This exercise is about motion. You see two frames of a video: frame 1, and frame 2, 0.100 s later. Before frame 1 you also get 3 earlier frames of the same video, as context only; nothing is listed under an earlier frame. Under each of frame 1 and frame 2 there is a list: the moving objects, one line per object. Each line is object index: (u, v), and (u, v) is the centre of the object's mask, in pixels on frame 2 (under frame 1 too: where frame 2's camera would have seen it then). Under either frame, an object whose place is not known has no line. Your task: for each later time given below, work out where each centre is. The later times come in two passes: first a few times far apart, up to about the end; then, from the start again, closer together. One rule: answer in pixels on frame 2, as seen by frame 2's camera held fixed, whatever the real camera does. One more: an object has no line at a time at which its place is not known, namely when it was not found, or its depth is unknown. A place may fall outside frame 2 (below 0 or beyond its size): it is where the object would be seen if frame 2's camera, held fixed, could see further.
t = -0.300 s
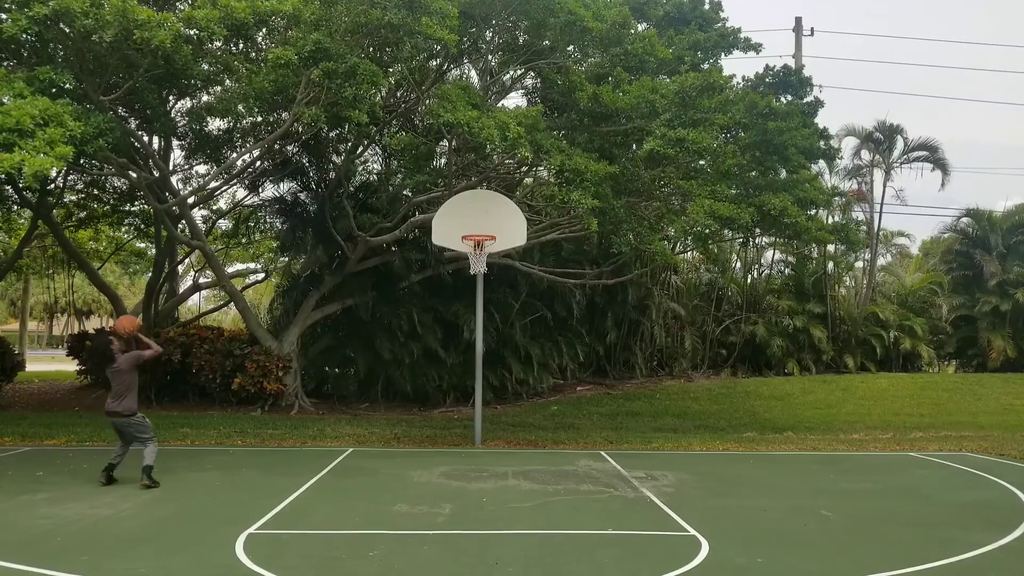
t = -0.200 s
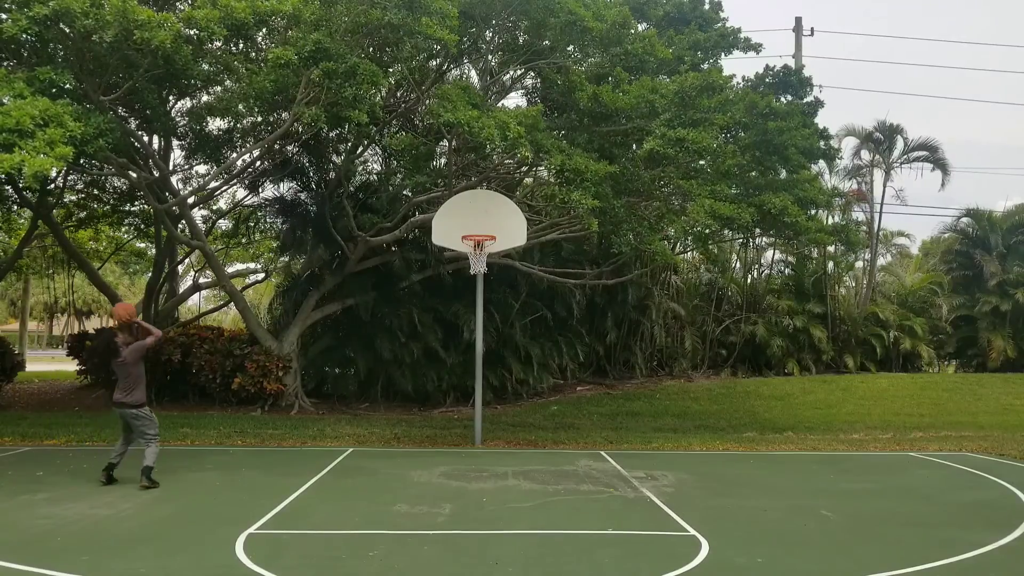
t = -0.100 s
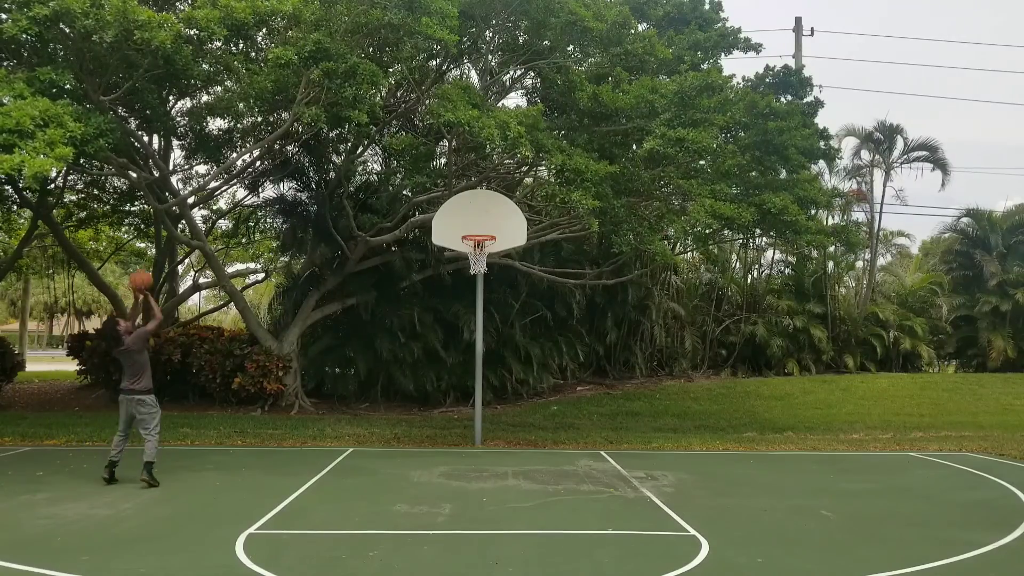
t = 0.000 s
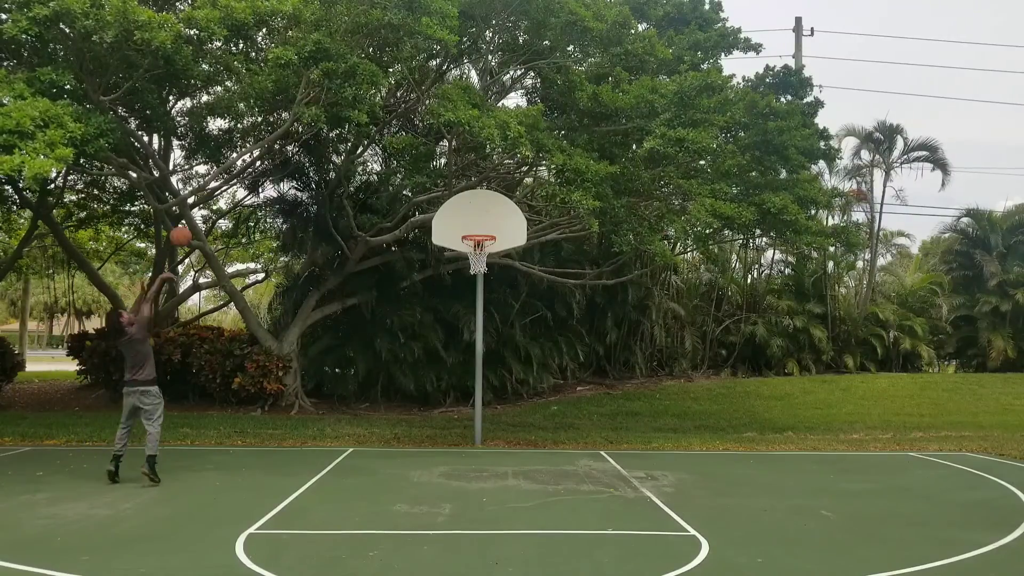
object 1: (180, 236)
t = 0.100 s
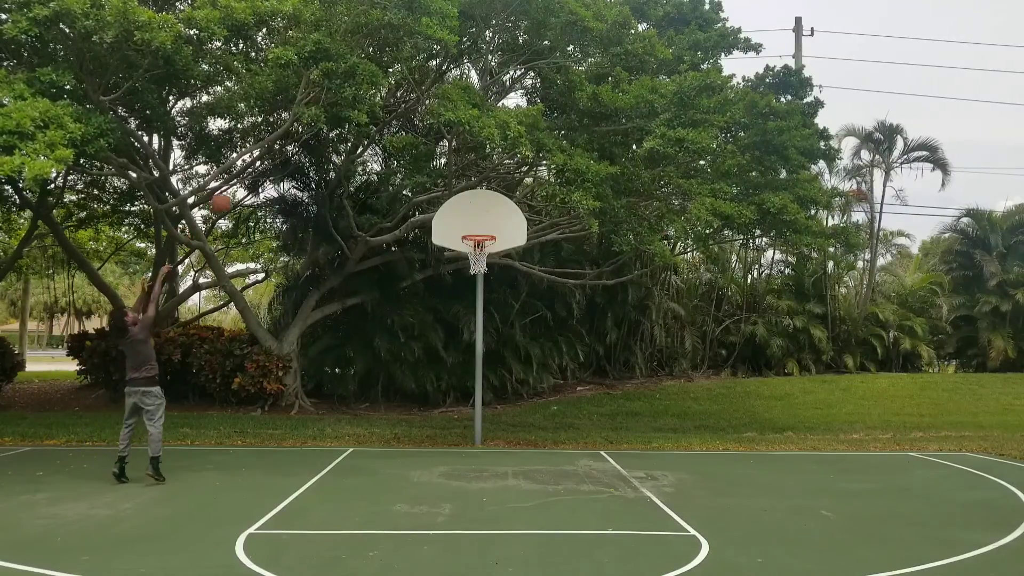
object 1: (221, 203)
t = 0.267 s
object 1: (284, 169)
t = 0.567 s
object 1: (383, 163)
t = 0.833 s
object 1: (458, 212)
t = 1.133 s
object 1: (489, 272)
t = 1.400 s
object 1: (485, 344)
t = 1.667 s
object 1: (479, 441)
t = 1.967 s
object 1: (454, 356)
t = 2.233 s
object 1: (431, 333)
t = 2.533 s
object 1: (402, 370)
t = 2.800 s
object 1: (376, 450)
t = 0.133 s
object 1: (235, 194)
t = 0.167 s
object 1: (248, 187)
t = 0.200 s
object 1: (259, 180)
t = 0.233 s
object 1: (272, 173)
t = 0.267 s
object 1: (284, 169)
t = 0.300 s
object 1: (296, 164)
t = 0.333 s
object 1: (307, 161)
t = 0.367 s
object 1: (319, 159)
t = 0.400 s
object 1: (330, 157)
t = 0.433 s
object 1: (341, 157)
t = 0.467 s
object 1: (351, 157)
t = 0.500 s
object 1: (362, 158)
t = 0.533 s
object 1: (372, 161)
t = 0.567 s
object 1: (383, 163)
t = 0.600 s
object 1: (392, 166)
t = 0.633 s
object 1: (402, 170)
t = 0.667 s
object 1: (412, 176)
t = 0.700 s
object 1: (422, 181)
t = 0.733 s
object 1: (431, 188)
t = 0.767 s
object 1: (440, 195)
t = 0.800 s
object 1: (449, 203)
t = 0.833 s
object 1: (458, 212)
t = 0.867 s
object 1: (467, 221)
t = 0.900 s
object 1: (476, 230)
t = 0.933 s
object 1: (486, 242)
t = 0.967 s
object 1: (491, 249)
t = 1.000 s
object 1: (490, 252)
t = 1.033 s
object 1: (490, 262)
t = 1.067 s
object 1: (489, 264)
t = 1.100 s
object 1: (490, 267)
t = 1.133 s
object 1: (489, 272)
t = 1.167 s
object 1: (489, 278)
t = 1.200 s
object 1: (488, 285)
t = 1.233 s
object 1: (488, 293)
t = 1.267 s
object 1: (487, 301)
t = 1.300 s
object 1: (487, 311)
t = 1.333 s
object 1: (486, 321)
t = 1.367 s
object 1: (486, 332)
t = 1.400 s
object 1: (485, 344)
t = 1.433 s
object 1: (485, 357)
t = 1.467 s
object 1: (484, 370)
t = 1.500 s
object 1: (484, 385)
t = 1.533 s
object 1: (483, 400)
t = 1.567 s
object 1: (483, 417)
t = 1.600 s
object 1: (483, 434)
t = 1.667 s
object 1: (479, 441)
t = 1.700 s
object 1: (477, 428)
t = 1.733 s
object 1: (474, 416)
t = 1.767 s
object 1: (471, 405)
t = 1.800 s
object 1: (468, 395)
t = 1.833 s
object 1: (466, 386)
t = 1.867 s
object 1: (463, 377)
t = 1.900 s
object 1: (460, 369)
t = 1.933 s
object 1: (457, 362)
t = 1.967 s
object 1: (454, 356)
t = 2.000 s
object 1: (451, 350)
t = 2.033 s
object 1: (448, 346)
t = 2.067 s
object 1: (445, 342)
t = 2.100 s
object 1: (442, 339)
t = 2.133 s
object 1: (439, 336)
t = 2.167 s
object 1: (437, 335)
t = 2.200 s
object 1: (434, 333)
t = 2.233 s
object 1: (431, 333)
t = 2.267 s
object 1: (427, 334)
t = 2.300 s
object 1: (424, 336)
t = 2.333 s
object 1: (422, 338)
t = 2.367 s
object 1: (418, 342)
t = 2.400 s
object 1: (415, 346)
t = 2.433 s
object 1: (412, 351)
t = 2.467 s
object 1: (409, 356)
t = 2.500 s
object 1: (406, 363)
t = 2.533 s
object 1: (402, 370)
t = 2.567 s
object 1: (399, 378)
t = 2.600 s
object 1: (395, 388)
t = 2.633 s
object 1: (393, 397)
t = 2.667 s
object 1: (389, 407)
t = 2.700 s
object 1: (386, 419)
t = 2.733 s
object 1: (383, 432)
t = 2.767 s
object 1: (379, 446)
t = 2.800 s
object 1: (376, 450)
